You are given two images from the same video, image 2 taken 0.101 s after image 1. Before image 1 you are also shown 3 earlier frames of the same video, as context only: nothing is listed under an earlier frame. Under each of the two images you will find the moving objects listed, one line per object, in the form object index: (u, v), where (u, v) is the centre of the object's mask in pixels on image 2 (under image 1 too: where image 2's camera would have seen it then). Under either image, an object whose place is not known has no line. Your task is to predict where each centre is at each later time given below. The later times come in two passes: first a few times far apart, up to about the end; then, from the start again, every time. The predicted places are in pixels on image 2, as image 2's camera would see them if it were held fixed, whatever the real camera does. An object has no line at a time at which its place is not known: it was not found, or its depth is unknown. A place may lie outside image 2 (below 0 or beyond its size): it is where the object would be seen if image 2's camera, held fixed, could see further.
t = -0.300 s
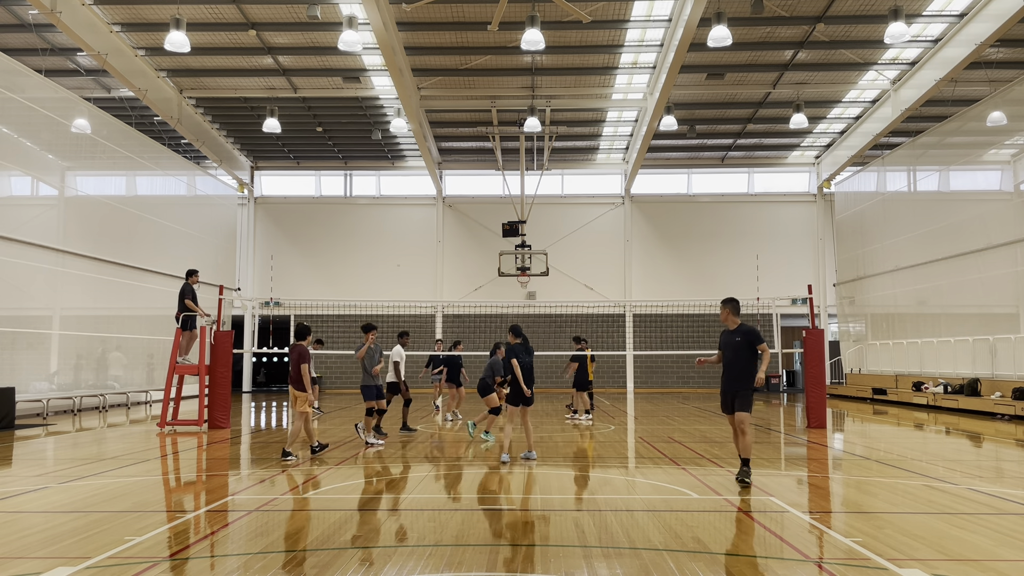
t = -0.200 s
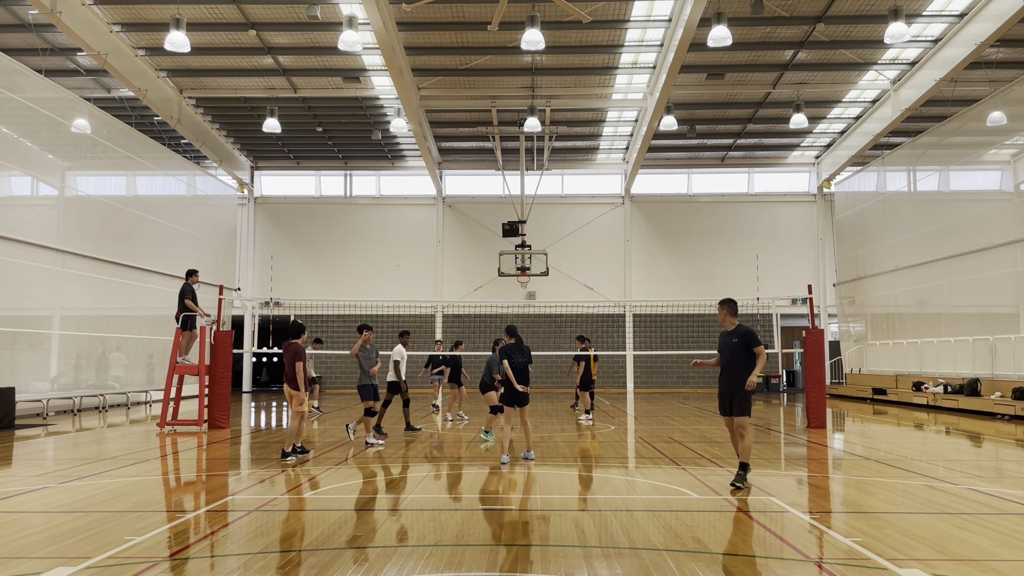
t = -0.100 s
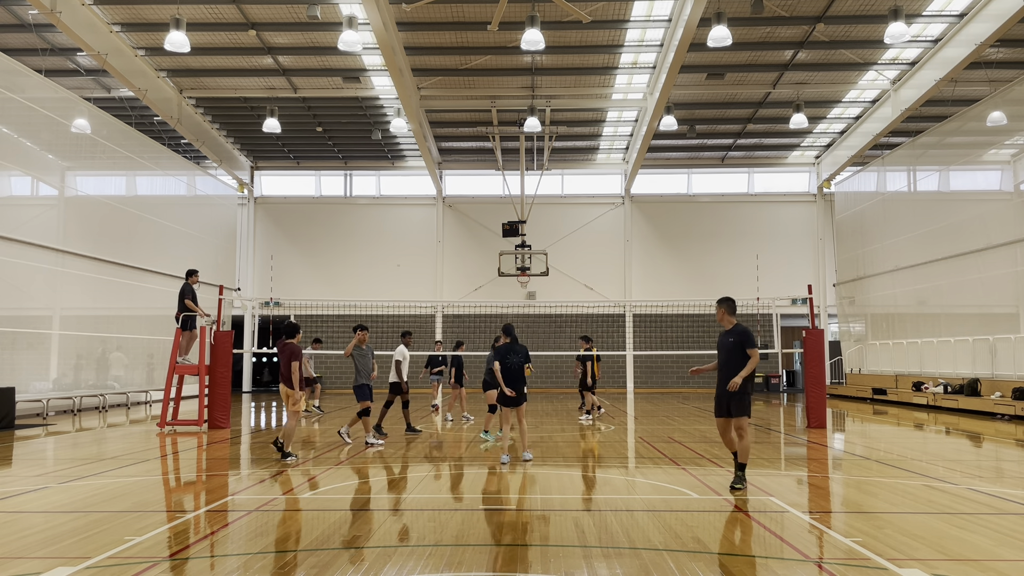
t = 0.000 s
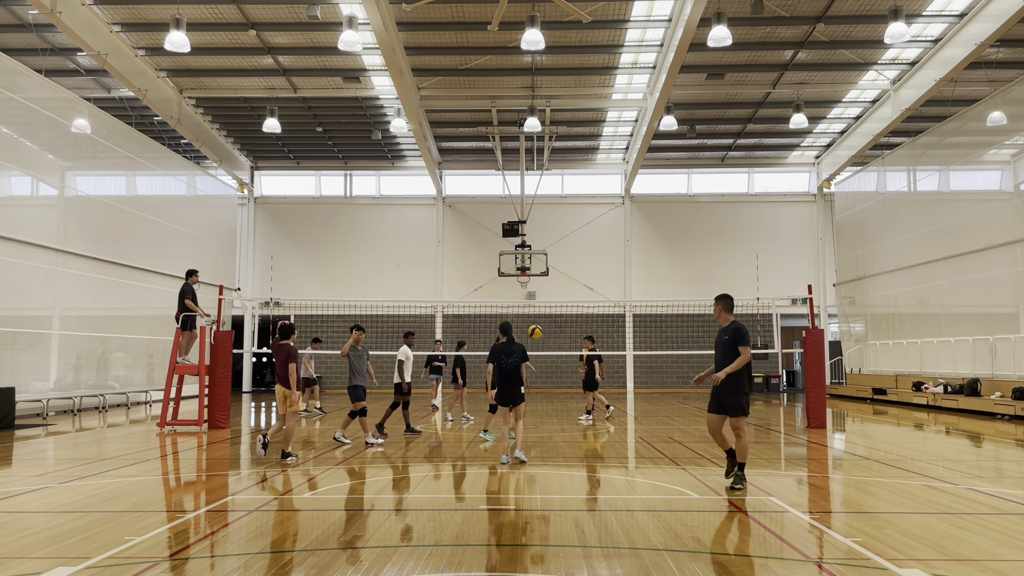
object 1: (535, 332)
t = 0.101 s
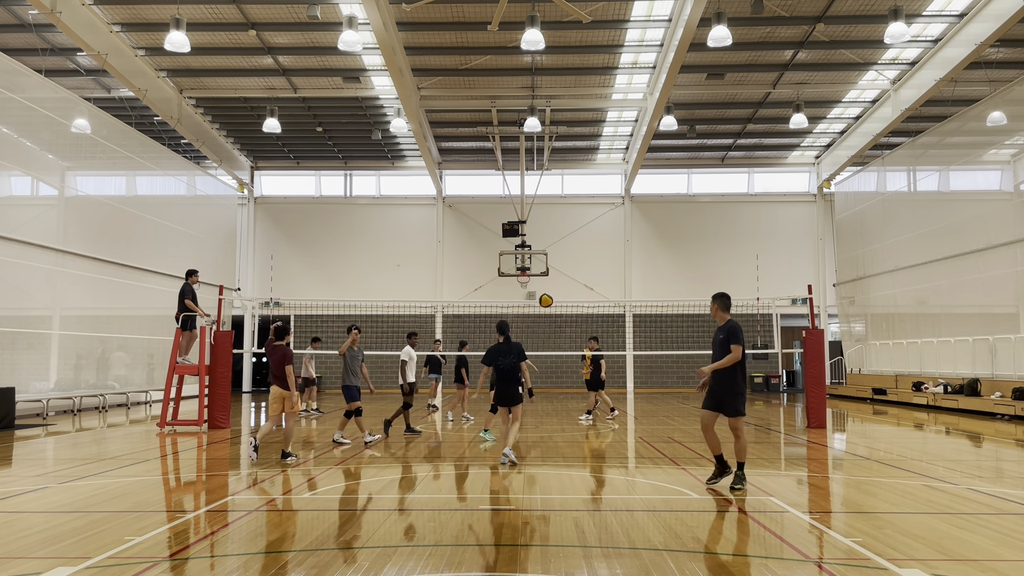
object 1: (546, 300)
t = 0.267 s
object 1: (565, 261)
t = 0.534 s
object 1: (599, 235)
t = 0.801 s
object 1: (639, 267)
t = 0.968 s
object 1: (668, 323)
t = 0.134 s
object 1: (549, 291)
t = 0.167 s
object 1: (553, 283)
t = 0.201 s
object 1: (557, 274)
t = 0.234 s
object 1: (561, 267)
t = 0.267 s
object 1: (565, 261)
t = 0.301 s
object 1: (569, 255)
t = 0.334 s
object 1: (573, 249)
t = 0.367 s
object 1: (577, 245)
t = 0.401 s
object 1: (581, 242)
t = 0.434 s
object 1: (586, 239)
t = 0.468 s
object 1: (590, 237)
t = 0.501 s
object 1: (594, 236)
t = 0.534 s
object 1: (599, 235)
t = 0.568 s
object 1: (603, 236)
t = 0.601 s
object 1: (608, 237)
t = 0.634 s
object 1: (613, 240)
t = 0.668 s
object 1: (618, 243)
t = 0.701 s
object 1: (623, 248)
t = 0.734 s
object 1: (629, 253)
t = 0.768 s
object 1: (634, 260)
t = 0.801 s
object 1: (639, 267)
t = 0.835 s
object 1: (644, 276)
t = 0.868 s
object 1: (650, 286)
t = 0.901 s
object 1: (656, 297)
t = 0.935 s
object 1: (662, 310)
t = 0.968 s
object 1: (668, 323)
